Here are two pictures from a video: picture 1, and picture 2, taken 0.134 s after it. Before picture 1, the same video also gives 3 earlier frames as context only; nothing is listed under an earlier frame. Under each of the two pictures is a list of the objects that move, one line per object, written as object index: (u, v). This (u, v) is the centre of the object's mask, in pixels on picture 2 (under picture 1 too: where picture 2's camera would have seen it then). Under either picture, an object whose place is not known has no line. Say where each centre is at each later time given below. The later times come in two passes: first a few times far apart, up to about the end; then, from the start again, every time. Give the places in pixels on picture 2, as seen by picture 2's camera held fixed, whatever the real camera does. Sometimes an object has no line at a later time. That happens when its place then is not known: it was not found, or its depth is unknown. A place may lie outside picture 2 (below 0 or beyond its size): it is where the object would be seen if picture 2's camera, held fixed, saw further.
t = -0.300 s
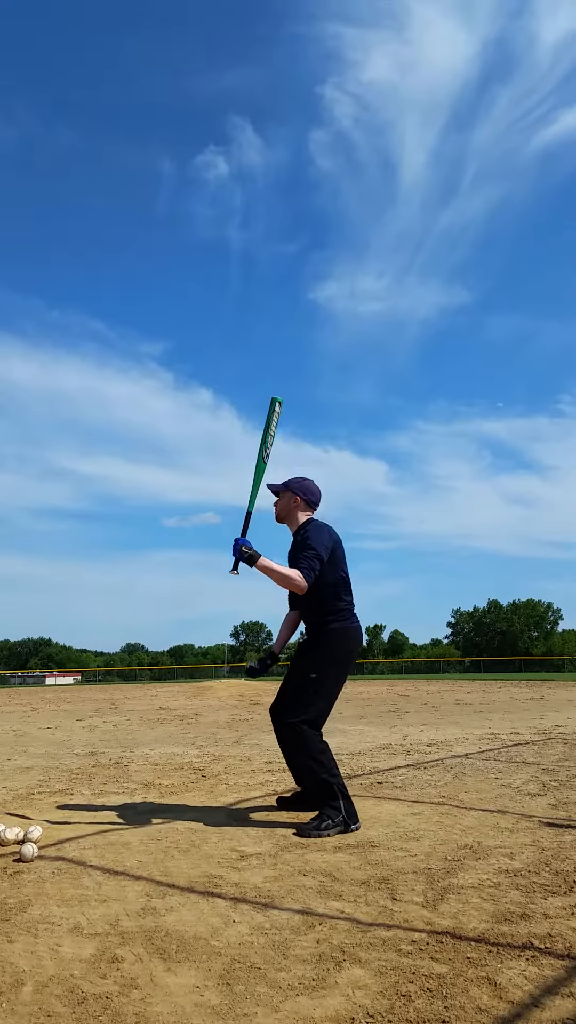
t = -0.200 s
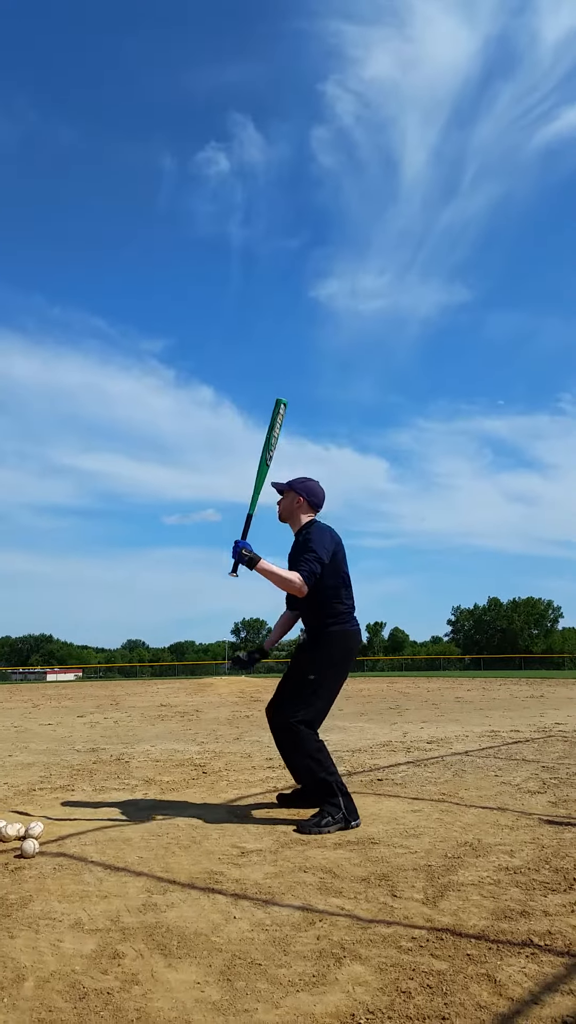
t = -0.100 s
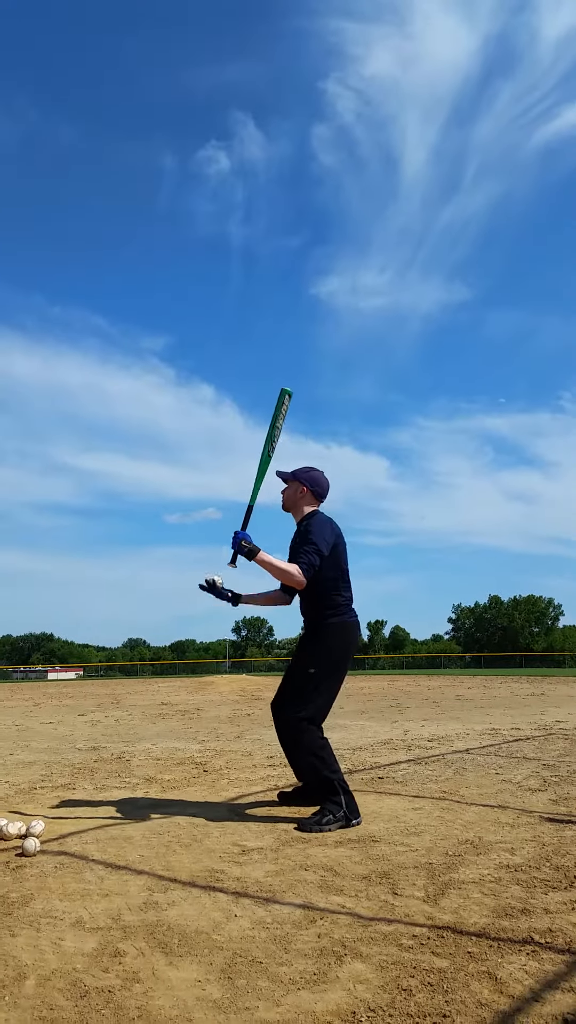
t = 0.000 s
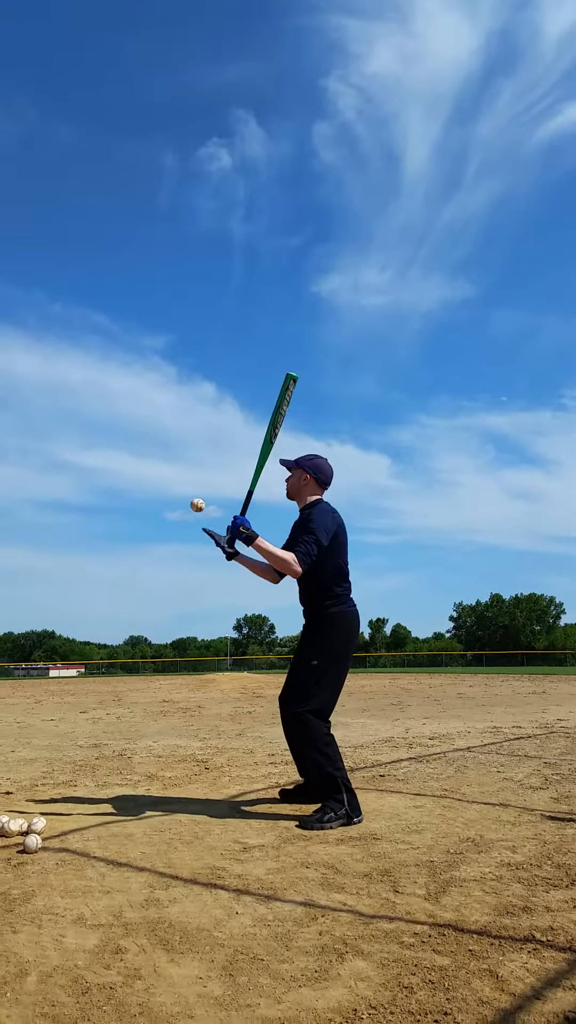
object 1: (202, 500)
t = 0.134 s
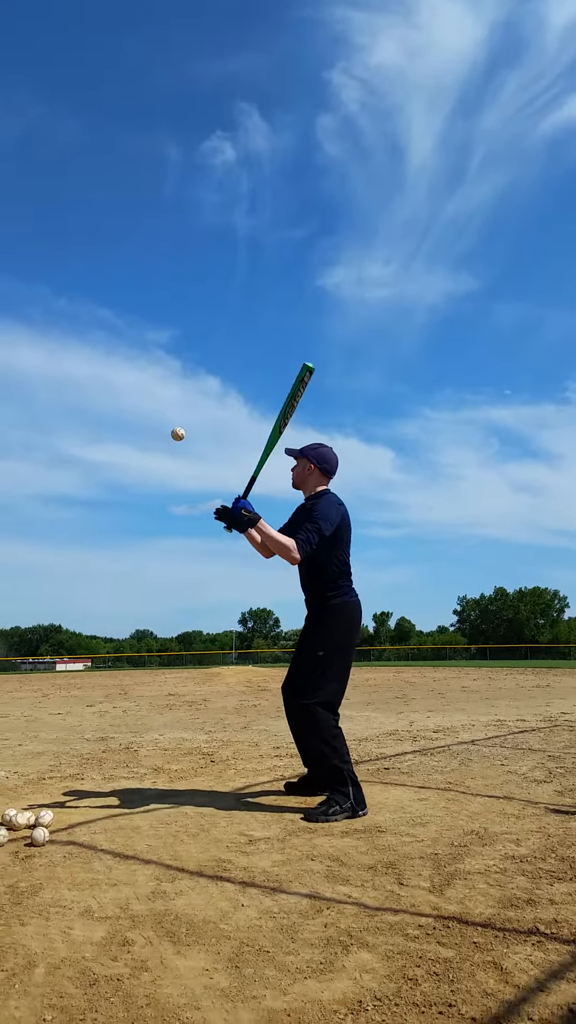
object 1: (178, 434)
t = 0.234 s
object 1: (161, 408)
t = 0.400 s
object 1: (131, 408)
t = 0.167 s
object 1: (173, 423)
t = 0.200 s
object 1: (167, 415)
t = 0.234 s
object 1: (161, 408)
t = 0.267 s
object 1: (155, 404)
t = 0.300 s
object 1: (149, 403)
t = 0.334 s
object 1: (144, 403)
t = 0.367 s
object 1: (138, 404)
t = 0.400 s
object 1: (131, 408)
